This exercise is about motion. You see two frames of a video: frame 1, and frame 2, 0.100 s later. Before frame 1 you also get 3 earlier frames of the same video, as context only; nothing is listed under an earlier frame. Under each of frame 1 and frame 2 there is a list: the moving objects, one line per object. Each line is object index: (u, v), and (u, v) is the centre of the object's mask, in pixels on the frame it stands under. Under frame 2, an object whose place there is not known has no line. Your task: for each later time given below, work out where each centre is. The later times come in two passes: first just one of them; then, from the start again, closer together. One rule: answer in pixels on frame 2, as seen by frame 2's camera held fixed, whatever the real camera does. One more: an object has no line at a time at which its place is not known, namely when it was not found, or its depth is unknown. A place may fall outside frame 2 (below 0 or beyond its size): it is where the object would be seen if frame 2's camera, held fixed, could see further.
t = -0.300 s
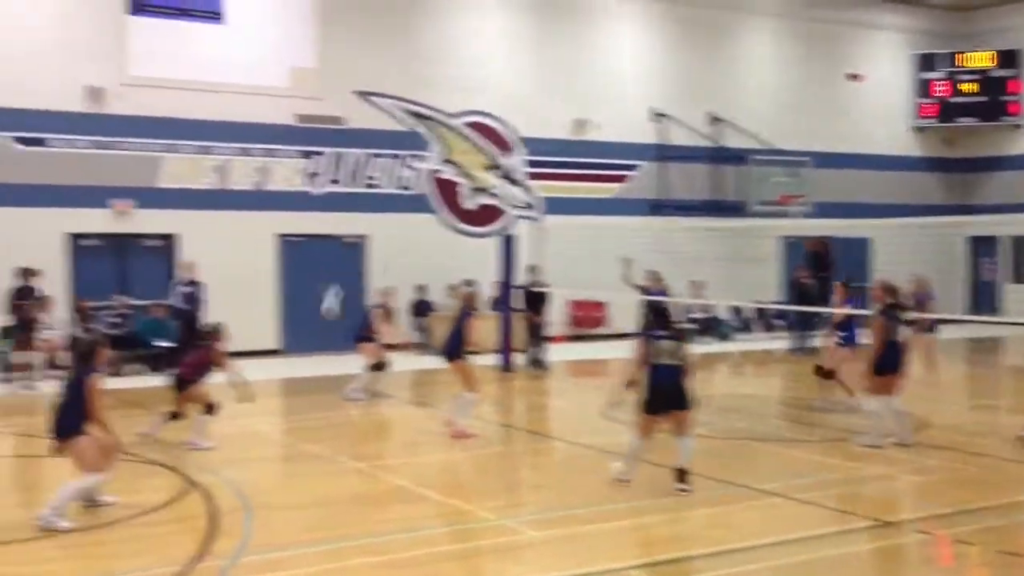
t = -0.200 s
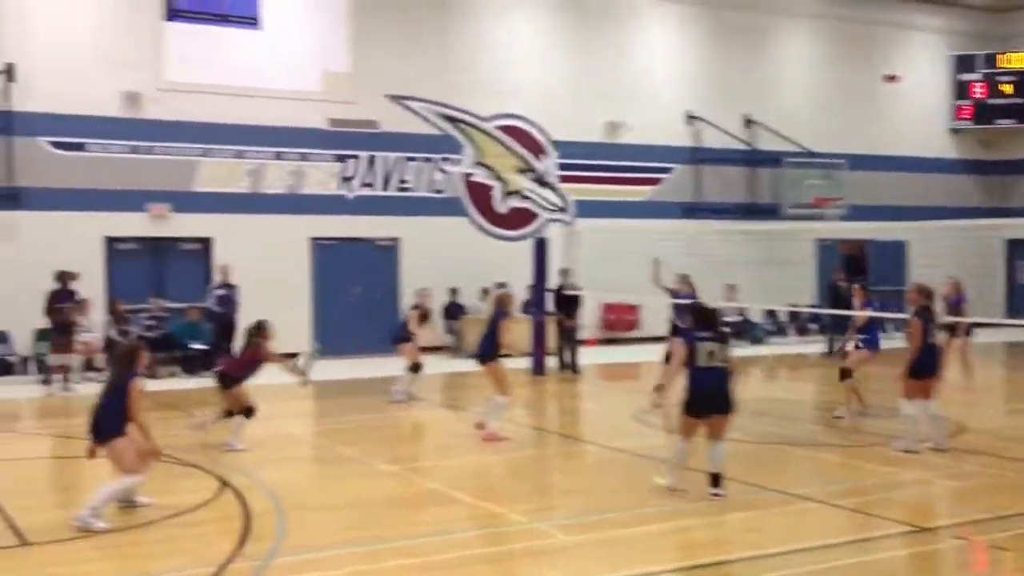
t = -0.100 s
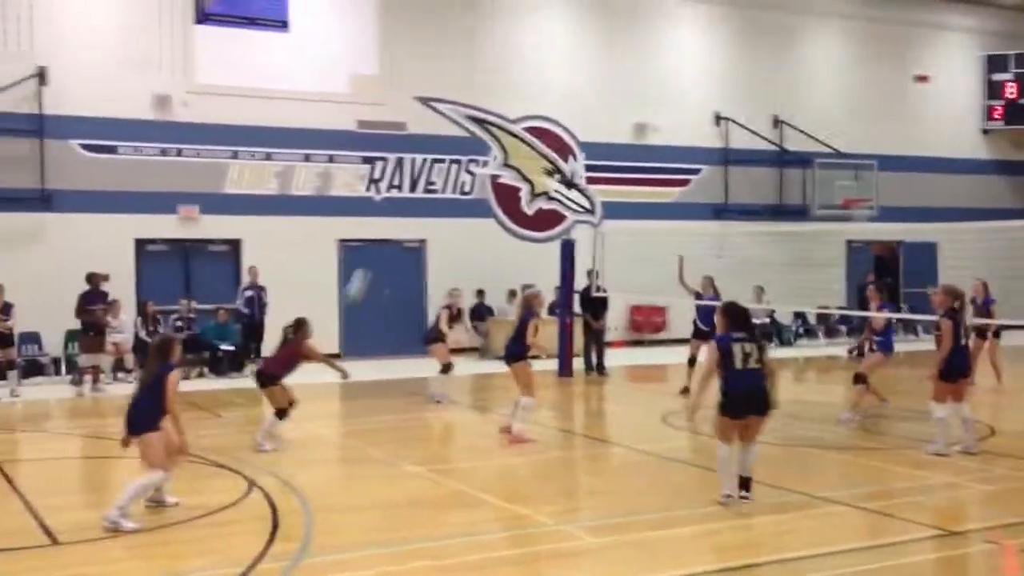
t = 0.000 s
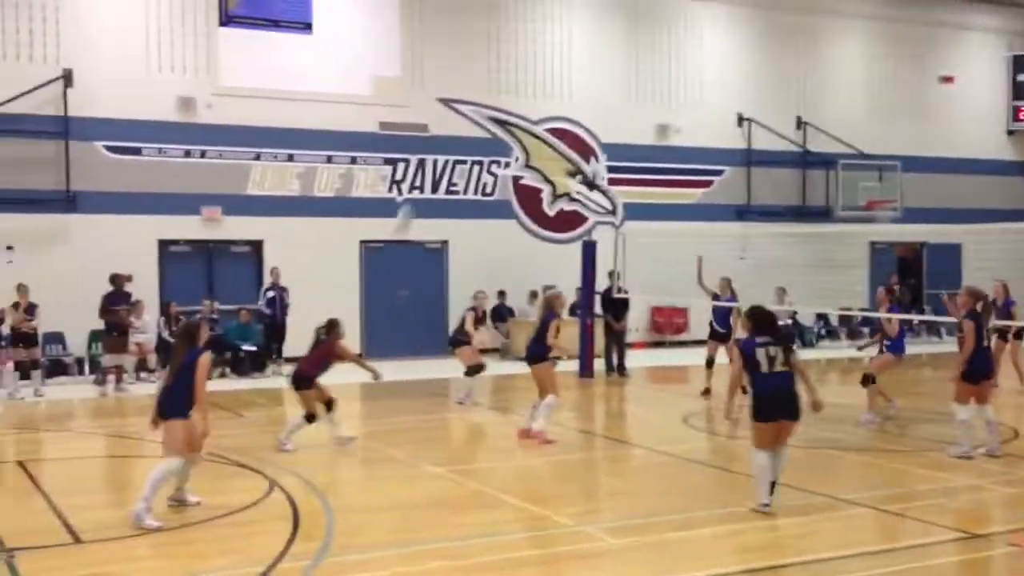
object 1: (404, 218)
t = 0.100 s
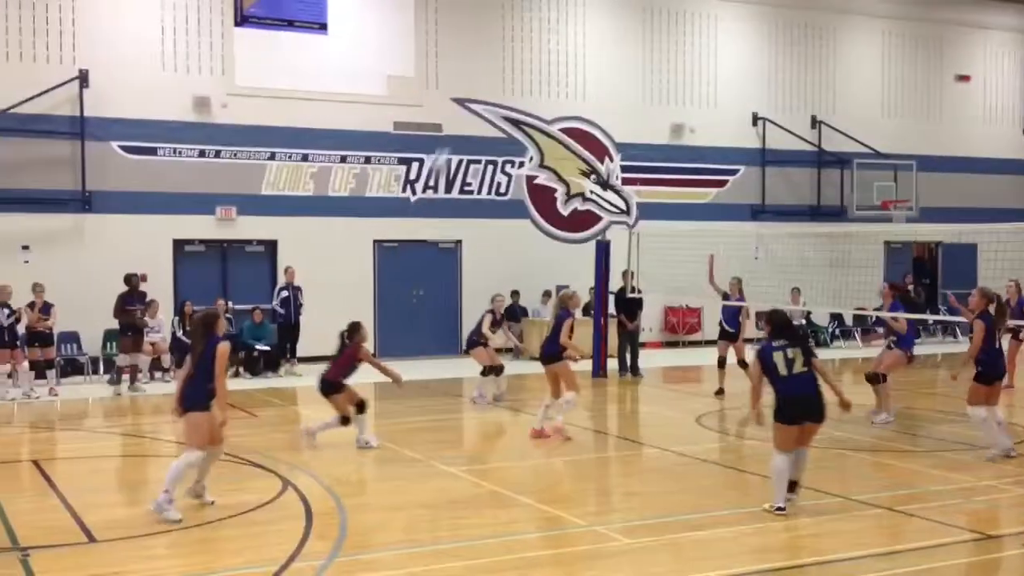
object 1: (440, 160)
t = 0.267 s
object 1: (481, 90)
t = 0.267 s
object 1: (481, 90)
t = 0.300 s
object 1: (487, 78)
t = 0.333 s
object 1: (494, 67)
